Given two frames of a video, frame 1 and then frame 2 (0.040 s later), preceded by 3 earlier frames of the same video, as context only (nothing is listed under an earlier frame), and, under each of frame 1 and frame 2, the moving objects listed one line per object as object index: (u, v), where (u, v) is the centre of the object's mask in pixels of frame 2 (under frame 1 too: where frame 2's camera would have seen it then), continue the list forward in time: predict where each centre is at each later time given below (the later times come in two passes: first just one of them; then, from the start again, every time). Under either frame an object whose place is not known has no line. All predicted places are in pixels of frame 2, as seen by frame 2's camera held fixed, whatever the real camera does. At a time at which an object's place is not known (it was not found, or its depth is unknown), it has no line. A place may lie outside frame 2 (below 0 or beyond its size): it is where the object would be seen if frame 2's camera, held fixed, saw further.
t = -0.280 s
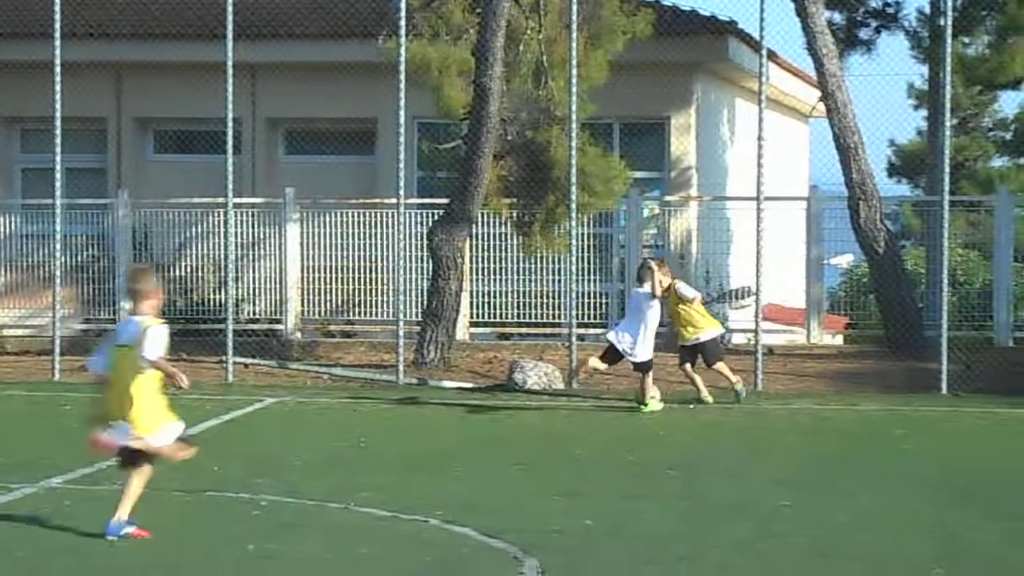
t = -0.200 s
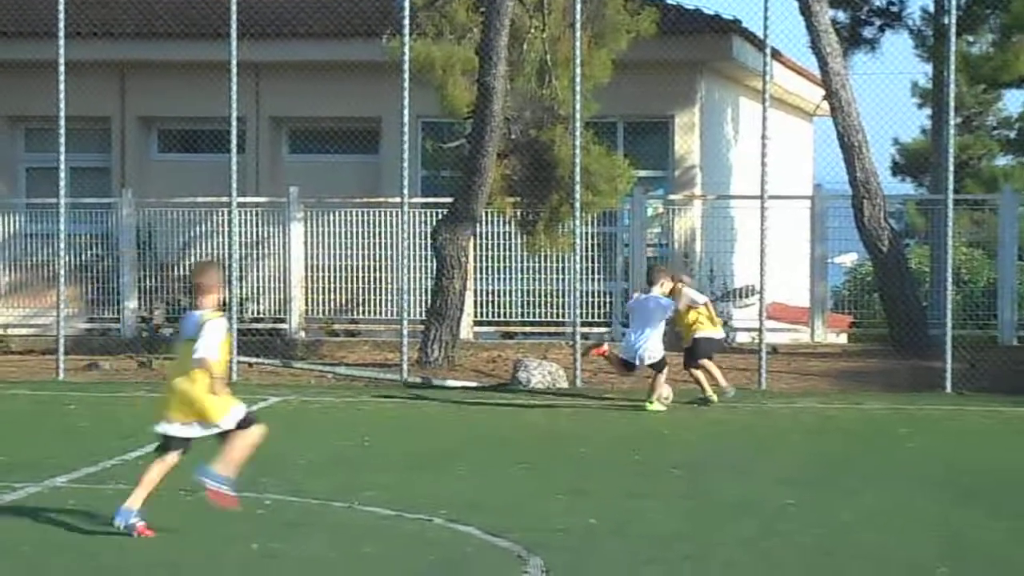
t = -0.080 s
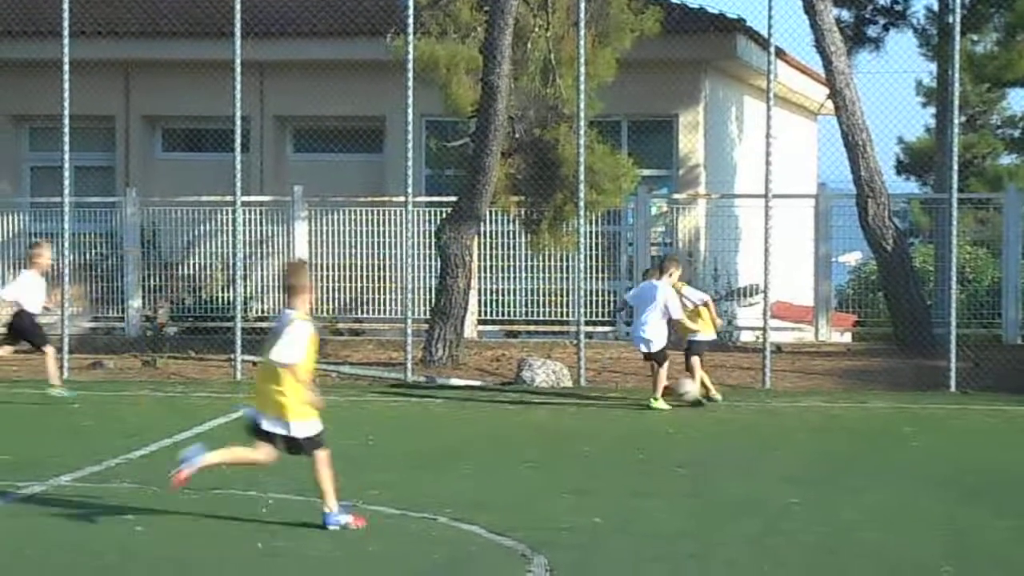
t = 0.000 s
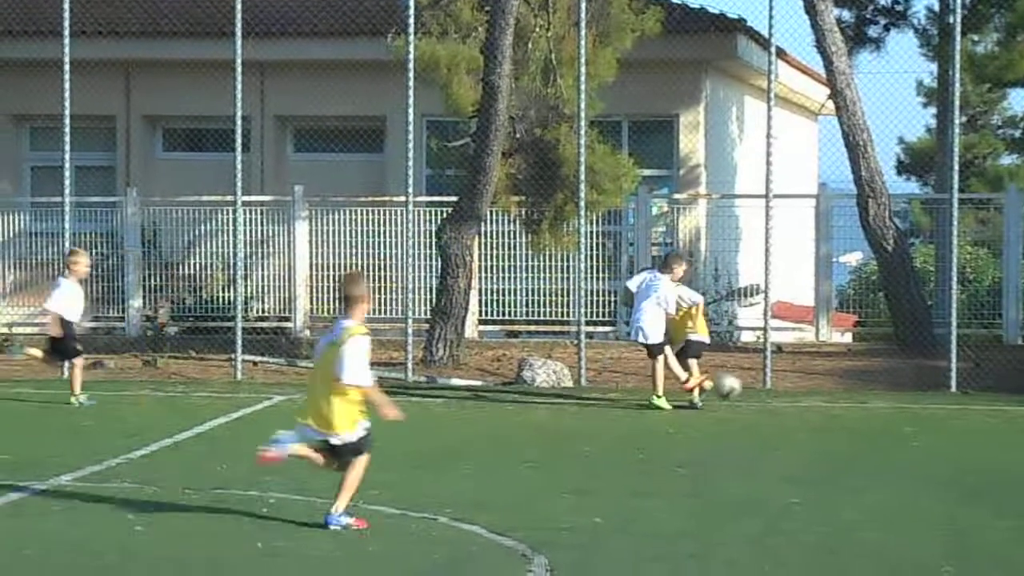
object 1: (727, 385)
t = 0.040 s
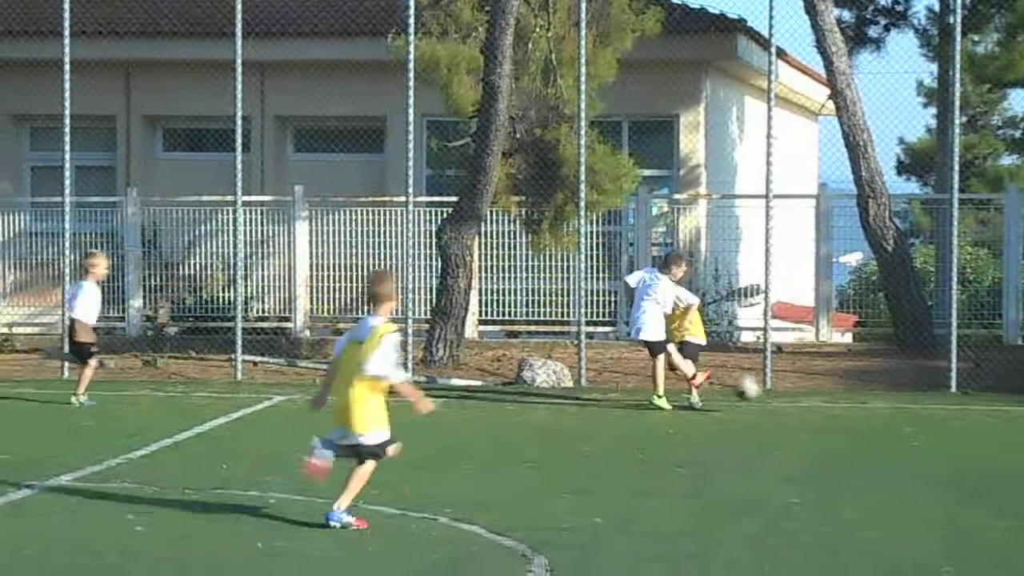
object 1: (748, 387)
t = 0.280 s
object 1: (861, 400)
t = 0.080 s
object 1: (768, 390)
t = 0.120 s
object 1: (788, 395)
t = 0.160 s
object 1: (808, 402)
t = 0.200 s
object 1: (828, 405)
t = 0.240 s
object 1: (846, 401)
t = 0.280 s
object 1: (861, 400)
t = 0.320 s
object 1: (877, 400)
